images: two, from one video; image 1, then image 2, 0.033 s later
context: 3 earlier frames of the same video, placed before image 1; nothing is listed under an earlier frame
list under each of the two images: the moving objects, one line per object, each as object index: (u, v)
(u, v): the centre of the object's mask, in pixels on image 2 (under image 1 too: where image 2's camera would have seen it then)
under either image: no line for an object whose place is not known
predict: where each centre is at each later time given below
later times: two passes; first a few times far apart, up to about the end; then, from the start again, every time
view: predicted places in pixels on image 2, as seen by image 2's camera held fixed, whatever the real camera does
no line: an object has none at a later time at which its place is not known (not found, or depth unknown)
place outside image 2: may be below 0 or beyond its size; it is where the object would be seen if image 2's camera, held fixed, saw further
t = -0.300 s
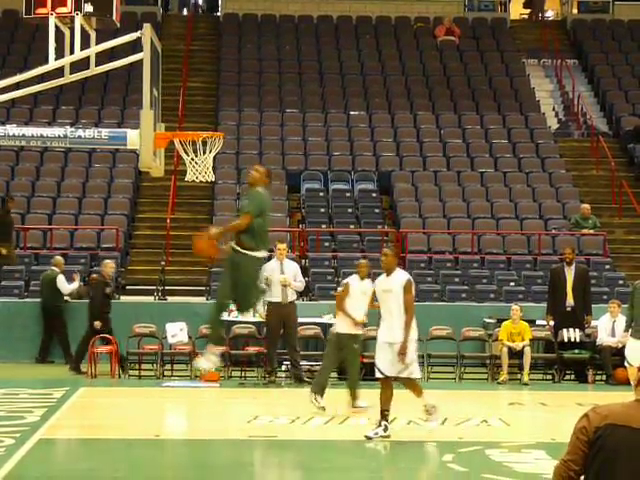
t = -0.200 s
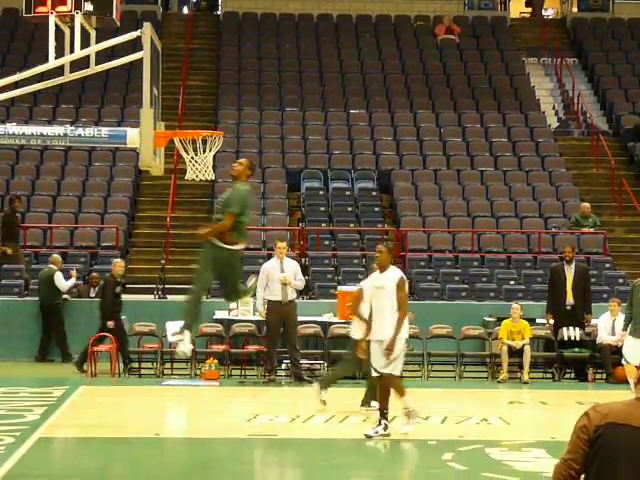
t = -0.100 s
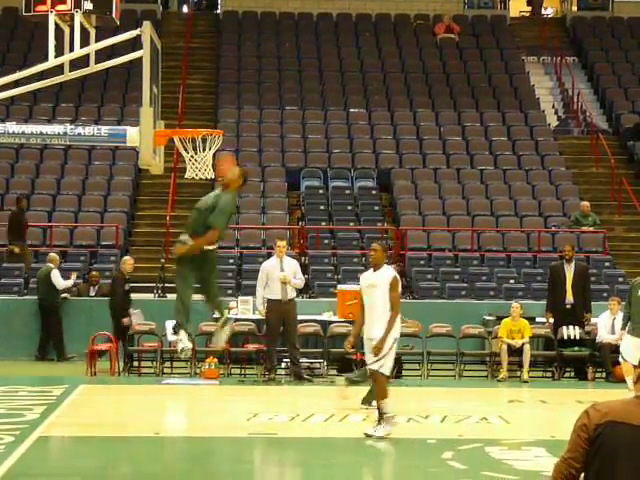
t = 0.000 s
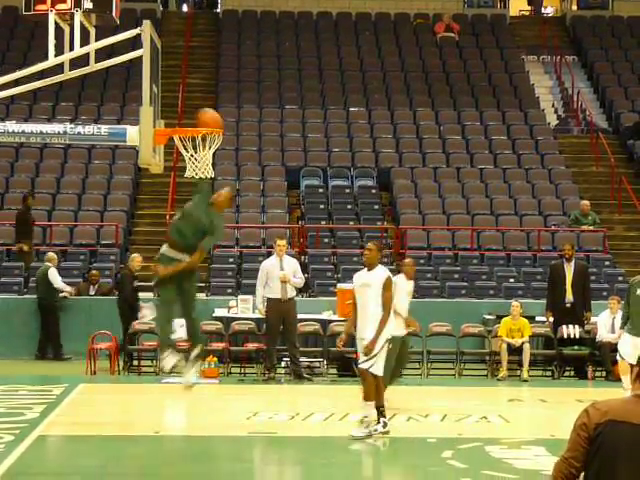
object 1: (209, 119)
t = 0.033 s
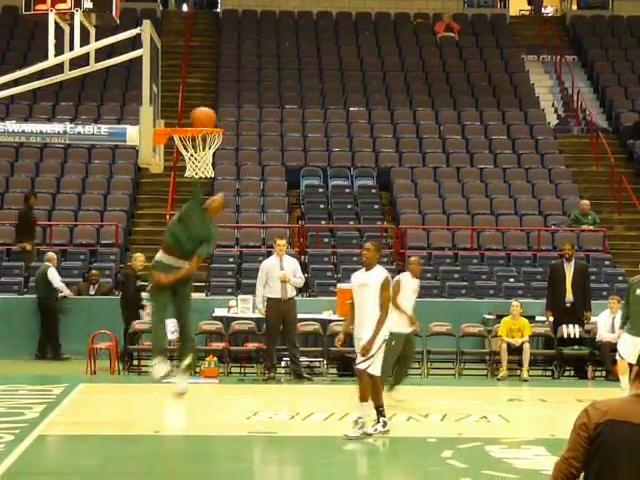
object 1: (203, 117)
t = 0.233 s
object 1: (173, 71)
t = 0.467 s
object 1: (185, 59)
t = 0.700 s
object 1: (215, 107)
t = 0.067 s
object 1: (198, 112)
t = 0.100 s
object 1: (193, 103)
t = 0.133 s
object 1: (188, 93)
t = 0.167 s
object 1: (183, 84)
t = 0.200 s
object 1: (178, 76)
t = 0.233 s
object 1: (173, 71)
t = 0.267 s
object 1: (168, 66)
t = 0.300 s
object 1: (165, 62)
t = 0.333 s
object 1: (169, 59)
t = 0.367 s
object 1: (172, 57)
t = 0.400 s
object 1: (176, 57)
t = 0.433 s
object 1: (181, 57)
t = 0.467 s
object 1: (185, 59)
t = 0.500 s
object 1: (189, 62)
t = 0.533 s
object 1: (193, 66)
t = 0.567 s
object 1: (197, 72)
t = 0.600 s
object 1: (201, 78)
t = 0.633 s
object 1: (206, 87)
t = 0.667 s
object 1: (209, 97)
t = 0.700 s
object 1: (215, 107)
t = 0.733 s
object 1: (218, 118)
